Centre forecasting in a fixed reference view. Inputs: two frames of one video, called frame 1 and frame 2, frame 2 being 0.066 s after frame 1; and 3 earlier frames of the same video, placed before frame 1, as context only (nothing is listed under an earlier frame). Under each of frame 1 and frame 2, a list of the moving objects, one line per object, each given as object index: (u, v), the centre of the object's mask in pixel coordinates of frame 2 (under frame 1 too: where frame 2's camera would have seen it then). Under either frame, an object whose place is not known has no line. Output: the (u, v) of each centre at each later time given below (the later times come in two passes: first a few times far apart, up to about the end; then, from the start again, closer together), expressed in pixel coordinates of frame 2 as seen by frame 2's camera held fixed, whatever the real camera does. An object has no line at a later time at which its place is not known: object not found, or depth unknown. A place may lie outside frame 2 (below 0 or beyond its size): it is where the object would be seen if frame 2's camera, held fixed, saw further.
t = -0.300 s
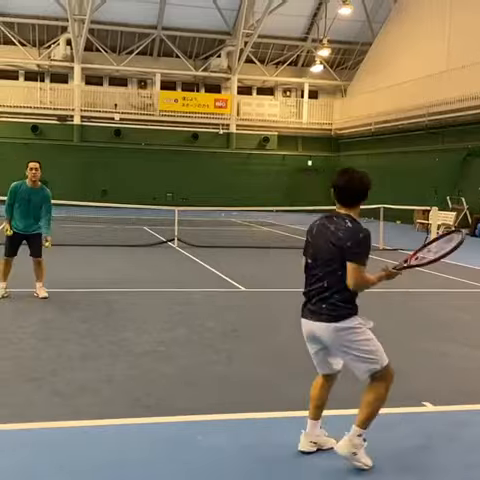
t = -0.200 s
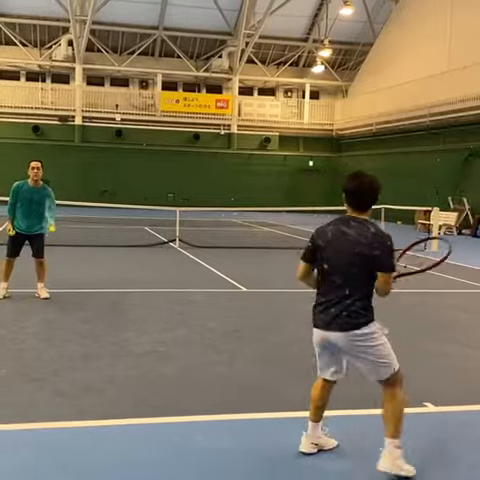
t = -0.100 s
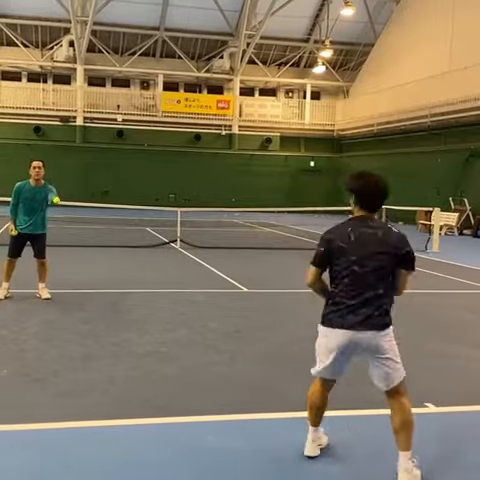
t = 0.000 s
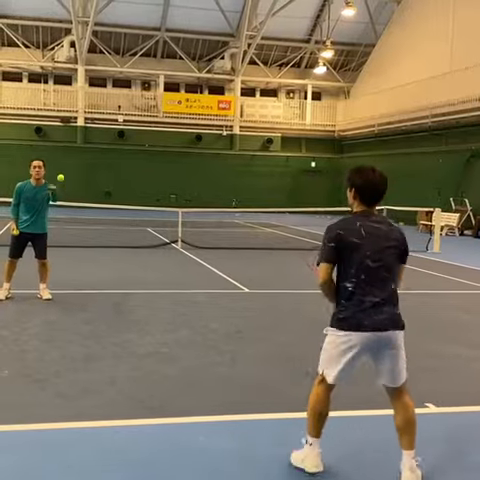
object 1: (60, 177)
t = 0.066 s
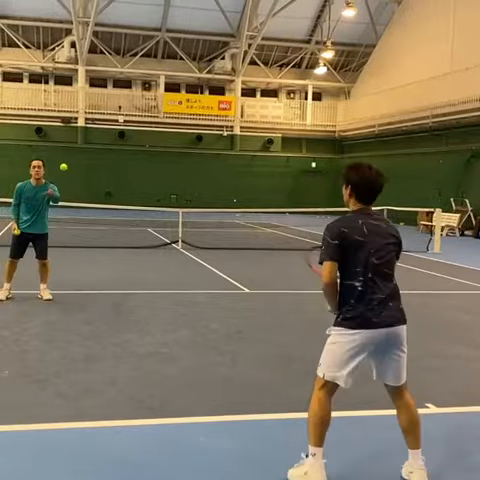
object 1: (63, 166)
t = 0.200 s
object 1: (68, 155)
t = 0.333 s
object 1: (73, 162)
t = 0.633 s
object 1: (87, 262)
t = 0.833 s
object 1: (96, 392)
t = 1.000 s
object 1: (107, 312)
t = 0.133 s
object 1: (65, 159)
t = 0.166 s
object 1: (66, 156)
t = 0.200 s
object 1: (68, 155)
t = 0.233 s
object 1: (69, 155)
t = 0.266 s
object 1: (70, 156)
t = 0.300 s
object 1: (71, 158)
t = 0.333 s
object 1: (73, 162)
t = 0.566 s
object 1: (84, 228)
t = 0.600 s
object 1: (86, 244)
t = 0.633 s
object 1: (87, 262)
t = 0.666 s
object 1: (89, 281)
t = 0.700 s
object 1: (91, 305)
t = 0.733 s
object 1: (92, 329)
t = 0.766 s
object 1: (94, 357)
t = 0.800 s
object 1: (94, 387)
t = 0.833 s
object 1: (96, 392)
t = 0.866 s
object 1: (99, 374)
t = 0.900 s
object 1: (101, 356)
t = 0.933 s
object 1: (103, 340)
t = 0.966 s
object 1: (105, 325)
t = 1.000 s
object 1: (107, 312)
